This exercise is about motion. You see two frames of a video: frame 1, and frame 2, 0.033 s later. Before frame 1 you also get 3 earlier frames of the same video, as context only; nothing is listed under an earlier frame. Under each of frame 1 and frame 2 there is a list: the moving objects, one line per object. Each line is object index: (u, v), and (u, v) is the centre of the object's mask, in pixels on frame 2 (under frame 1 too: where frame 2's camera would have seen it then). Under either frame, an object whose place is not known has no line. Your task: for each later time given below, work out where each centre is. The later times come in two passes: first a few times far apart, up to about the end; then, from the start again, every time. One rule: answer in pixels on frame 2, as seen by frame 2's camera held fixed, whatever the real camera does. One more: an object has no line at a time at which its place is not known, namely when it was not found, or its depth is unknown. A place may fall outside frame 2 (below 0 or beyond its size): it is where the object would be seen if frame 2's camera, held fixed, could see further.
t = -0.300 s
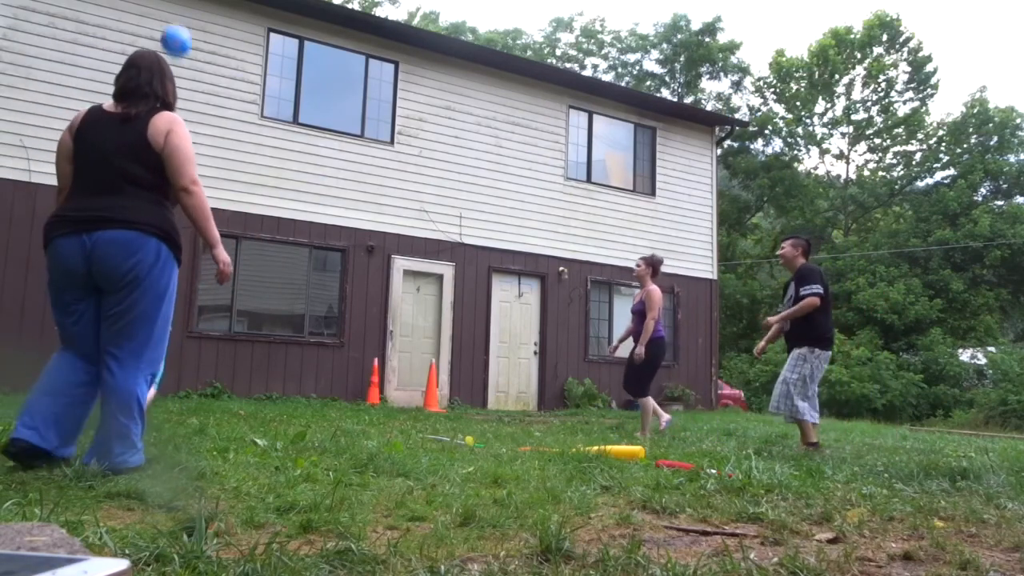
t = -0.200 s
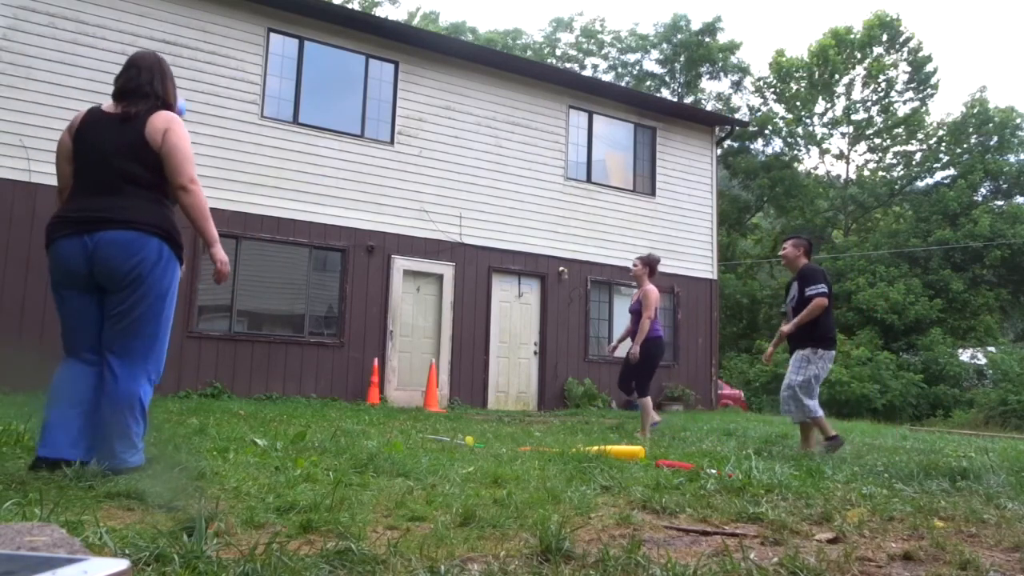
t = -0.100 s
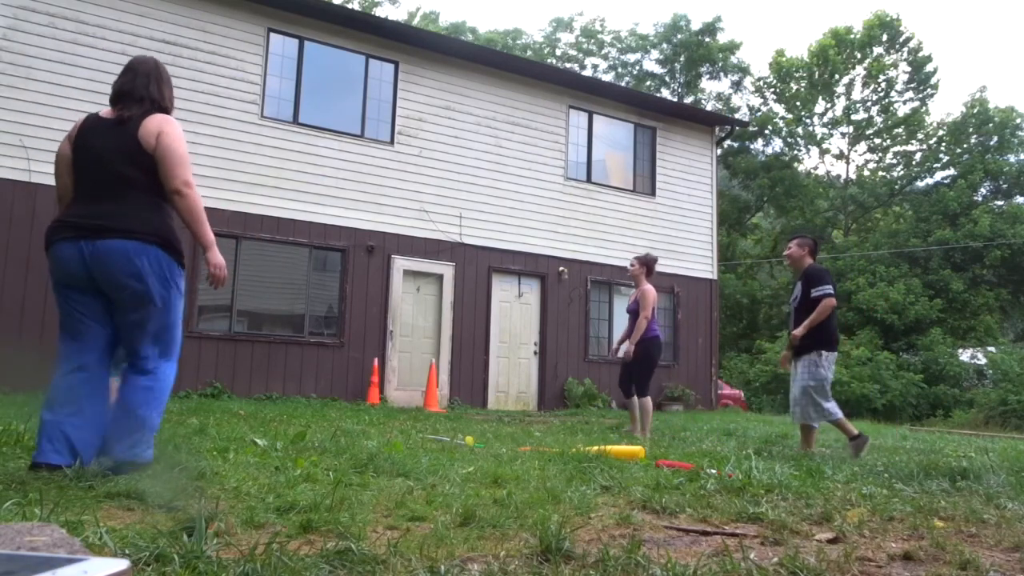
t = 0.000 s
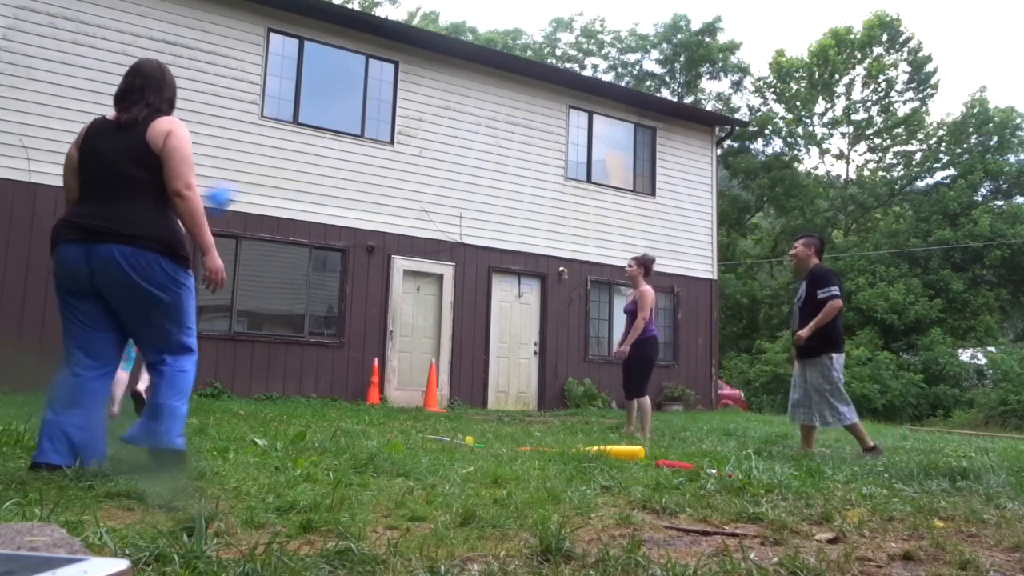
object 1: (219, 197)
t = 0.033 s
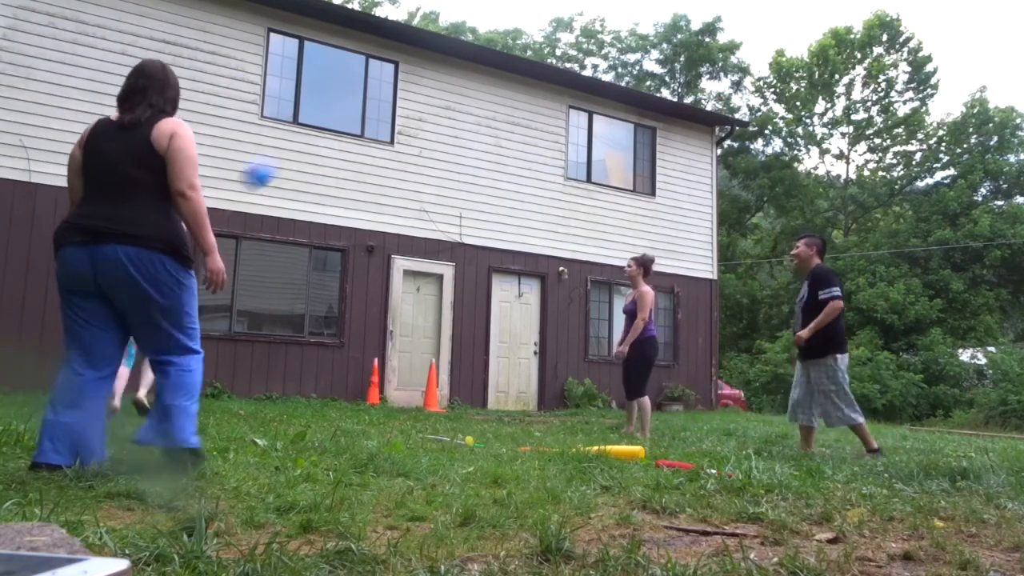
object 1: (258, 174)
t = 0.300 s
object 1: (499, 51)
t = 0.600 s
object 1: (684, 18)
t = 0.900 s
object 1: (832, 76)
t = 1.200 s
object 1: (950, 218)
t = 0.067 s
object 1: (296, 151)
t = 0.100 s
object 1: (332, 129)
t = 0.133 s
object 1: (364, 111)
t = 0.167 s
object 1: (395, 95)
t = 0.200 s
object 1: (424, 81)
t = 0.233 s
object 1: (452, 69)
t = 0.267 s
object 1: (476, 59)
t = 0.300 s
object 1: (499, 51)
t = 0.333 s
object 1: (522, 42)
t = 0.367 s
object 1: (547, 34)
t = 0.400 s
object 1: (566, 27)
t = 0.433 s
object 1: (589, 24)
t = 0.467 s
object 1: (608, 20)
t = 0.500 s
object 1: (629, 17)
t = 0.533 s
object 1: (649, 16)
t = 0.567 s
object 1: (668, 16)
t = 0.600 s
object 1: (684, 18)
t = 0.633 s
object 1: (704, 21)
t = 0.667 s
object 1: (720, 23)
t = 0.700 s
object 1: (738, 27)
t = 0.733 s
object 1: (755, 32)
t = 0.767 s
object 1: (772, 40)
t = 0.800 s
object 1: (788, 49)
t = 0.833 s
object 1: (806, 59)
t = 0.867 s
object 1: (820, 67)
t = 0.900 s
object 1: (832, 76)
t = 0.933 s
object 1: (847, 89)
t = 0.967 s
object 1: (862, 103)
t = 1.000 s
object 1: (876, 116)
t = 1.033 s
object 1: (891, 129)
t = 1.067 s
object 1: (904, 145)
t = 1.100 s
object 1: (918, 164)
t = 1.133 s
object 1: (929, 181)
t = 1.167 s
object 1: (939, 199)
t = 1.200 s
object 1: (950, 218)
